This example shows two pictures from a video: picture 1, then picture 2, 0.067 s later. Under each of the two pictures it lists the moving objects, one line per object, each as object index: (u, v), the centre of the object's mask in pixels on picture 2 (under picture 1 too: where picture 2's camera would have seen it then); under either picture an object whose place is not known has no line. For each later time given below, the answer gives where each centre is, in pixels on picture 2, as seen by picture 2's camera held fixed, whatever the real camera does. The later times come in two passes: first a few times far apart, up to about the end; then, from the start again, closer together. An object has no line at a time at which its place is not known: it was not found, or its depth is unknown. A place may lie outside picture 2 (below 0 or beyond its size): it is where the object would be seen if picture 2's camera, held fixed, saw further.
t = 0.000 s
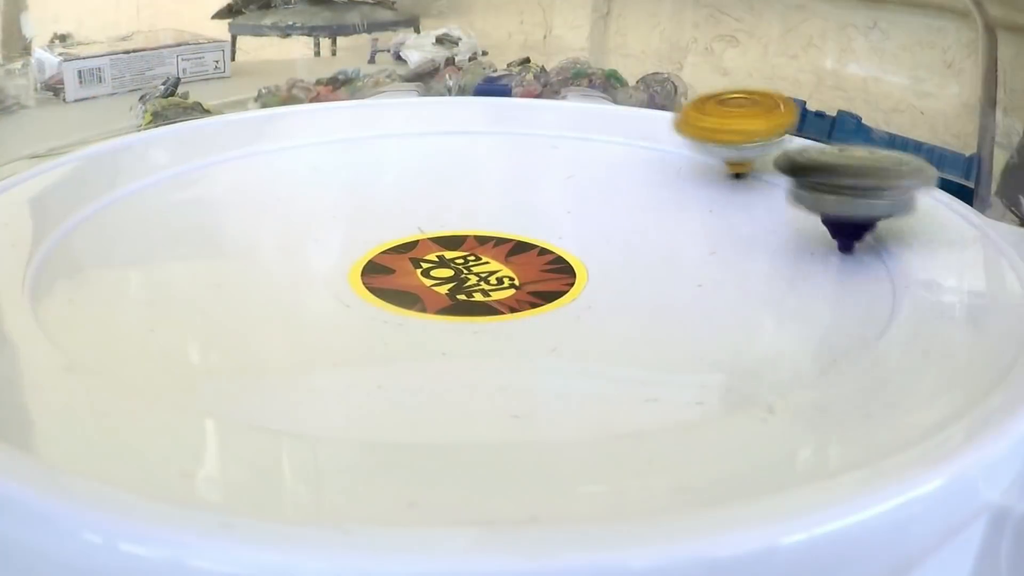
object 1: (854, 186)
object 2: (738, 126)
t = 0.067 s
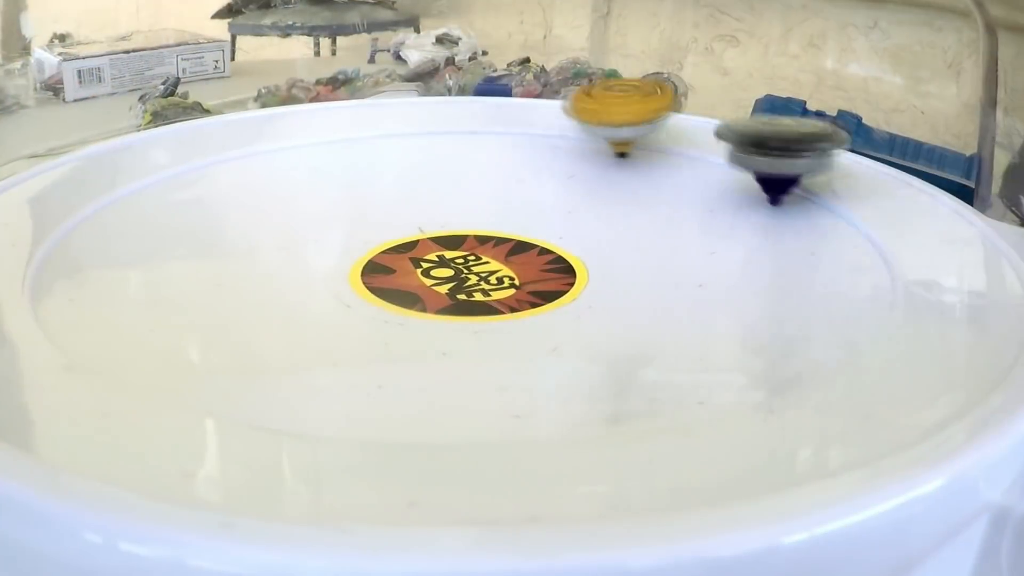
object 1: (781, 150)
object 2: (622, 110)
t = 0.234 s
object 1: (526, 95)
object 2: (299, 145)
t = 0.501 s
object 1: (87, 156)
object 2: (697, 299)
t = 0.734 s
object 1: (340, 304)
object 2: (737, 147)
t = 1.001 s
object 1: (773, 170)
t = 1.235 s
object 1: (465, 96)
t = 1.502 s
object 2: (629, 166)
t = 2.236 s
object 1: (511, 100)
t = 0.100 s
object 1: (737, 135)
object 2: (560, 107)
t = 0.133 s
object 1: (688, 121)
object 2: (495, 109)
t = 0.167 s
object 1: (634, 112)
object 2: (429, 117)
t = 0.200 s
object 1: (580, 103)
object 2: (363, 128)
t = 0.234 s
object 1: (526, 95)
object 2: (299, 145)
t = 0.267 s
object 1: (468, 92)
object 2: (245, 166)
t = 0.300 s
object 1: (410, 95)
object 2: (204, 191)
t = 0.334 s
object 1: (348, 97)
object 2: (181, 219)
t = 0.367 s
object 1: (289, 104)
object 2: (188, 249)
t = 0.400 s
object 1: (233, 113)
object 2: (237, 280)
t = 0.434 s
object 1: (178, 125)
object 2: (347, 303)
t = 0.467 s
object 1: (131, 141)
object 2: (515, 310)
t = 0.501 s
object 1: (87, 156)
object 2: (697, 299)
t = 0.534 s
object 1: (66, 179)
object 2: (789, 276)
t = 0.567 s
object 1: (57, 200)
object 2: (846, 251)
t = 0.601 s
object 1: (61, 223)
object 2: (871, 225)
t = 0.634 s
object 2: (869, 202)
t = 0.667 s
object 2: (843, 180)
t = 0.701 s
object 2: (796, 161)
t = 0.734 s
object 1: (340, 304)
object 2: (737, 147)
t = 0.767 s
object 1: (491, 305)
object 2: (668, 139)
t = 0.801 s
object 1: (629, 298)
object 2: (599, 135)
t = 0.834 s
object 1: (716, 278)
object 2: (533, 133)
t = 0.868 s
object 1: (771, 258)
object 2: (462, 134)
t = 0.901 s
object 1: (801, 235)
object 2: (388, 139)
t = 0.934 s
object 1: (807, 212)
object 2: (314, 145)
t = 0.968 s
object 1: (795, 189)
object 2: (246, 156)
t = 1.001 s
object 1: (773, 170)
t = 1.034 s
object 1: (743, 152)
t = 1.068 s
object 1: (708, 136)
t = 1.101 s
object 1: (663, 121)
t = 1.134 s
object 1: (618, 111)
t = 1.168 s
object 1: (574, 100)
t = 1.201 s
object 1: (521, 95)
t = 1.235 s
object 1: (465, 96)
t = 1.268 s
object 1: (412, 97)
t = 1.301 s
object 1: (360, 97)
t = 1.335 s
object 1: (303, 100)
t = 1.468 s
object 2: (683, 182)
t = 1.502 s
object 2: (629, 166)
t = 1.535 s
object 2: (573, 152)
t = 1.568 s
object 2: (515, 141)
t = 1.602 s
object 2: (448, 133)
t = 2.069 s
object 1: (733, 135)
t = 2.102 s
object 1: (692, 123)
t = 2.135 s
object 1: (651, 115)
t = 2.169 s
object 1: (605, 108)
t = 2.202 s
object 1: (560, 102)
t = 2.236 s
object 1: (511, 100)
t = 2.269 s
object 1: (462, 100)
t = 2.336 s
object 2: (563, 129)
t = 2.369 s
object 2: (514, 120)
